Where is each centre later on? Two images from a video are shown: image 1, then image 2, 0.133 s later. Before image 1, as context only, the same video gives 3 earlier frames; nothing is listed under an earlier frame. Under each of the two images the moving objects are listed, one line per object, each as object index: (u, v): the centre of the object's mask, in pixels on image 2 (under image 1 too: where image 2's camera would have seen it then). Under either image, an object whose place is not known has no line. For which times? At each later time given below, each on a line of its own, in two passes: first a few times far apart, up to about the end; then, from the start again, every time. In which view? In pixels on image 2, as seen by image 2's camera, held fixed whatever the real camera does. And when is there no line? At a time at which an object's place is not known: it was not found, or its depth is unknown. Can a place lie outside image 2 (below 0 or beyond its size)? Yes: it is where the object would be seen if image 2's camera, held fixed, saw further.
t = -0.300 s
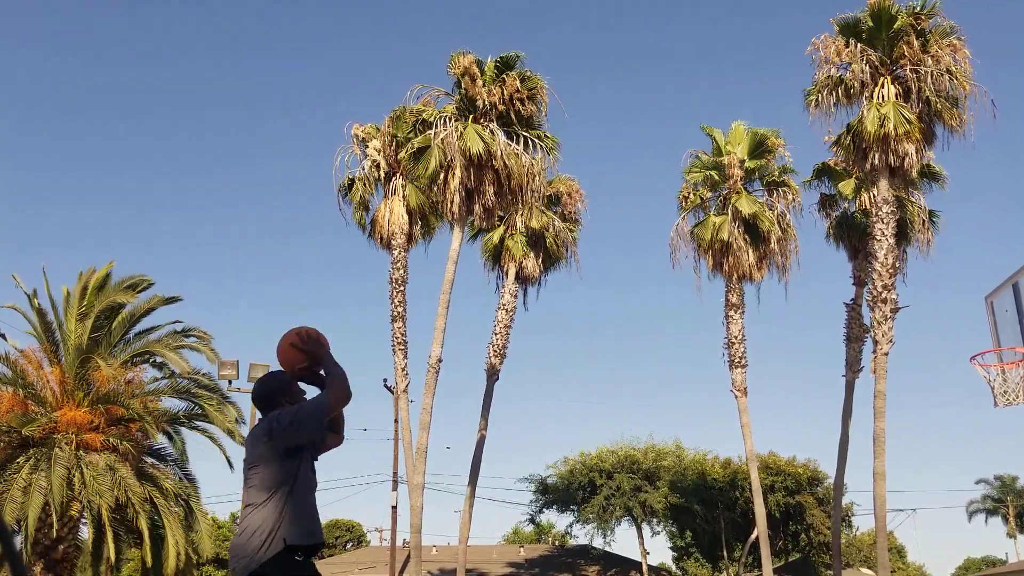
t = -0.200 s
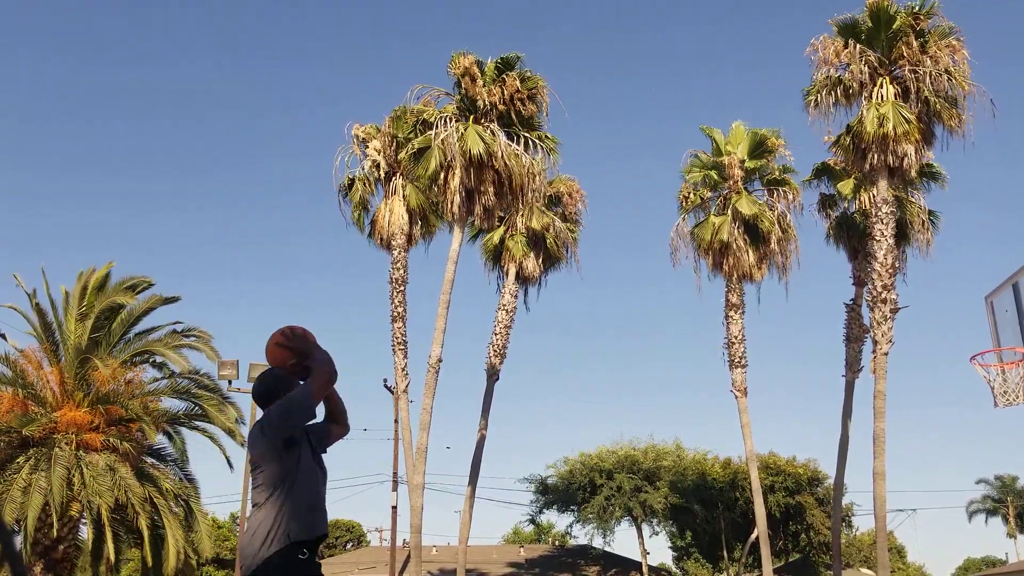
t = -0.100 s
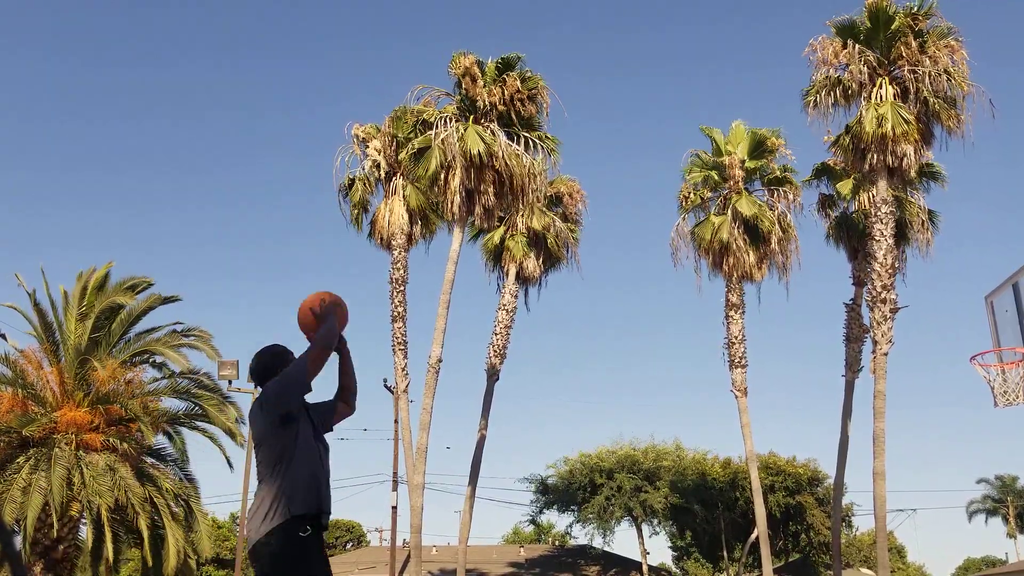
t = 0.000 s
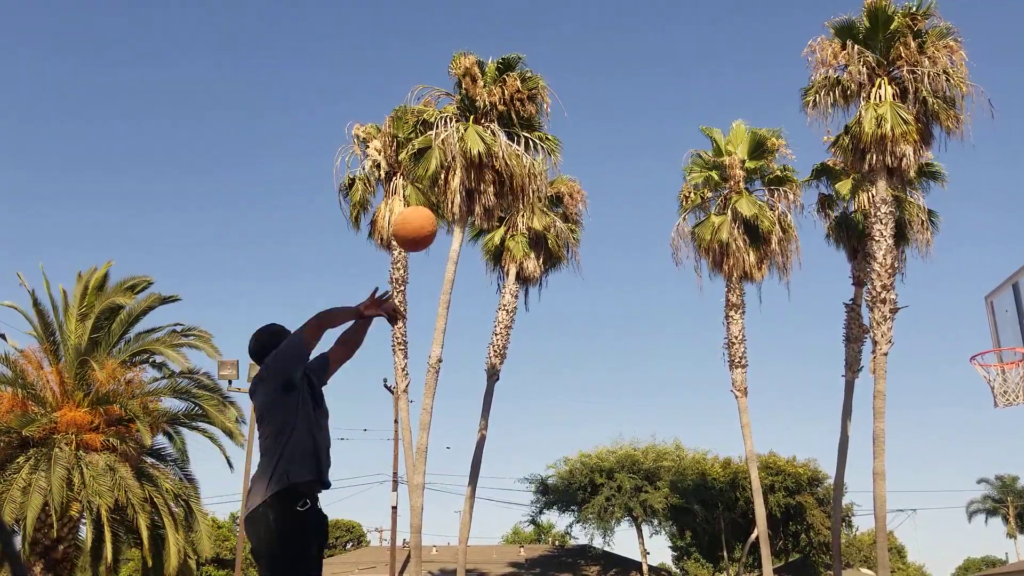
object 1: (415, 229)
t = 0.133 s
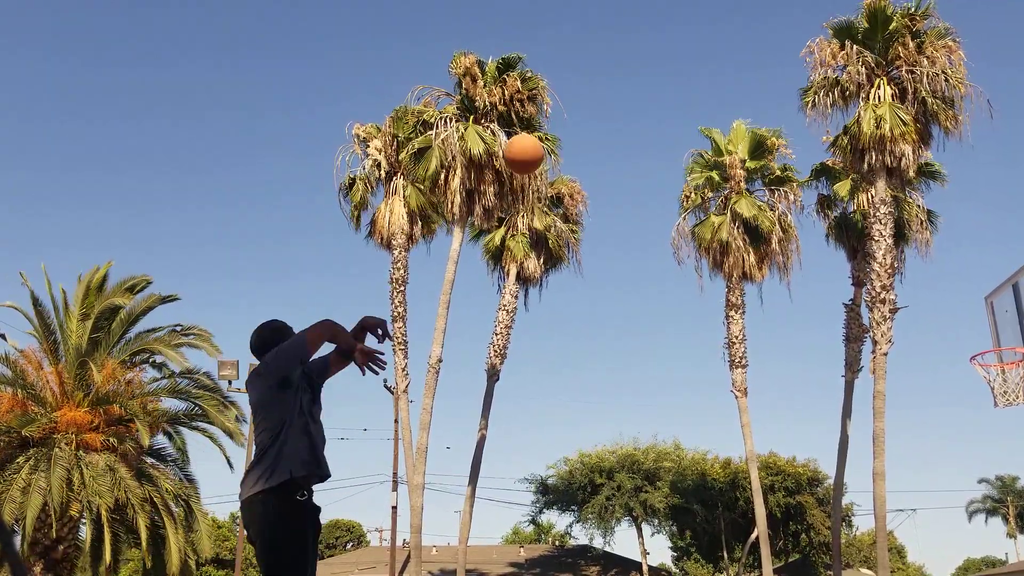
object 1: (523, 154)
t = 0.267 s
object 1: (612, 118)
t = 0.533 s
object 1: (754, 123)
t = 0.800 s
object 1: (875, 200)
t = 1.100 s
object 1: (1001, 357)
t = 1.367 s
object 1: (1017, 371)
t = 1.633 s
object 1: (1000, 388)
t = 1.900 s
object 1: (1001, 411)
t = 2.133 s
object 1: (1018, 472)
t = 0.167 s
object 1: (548, 142)
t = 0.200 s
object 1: (570, 132)
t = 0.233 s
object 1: (591, 124)
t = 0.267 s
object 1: (612, 118)
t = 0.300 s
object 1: (631, 114)
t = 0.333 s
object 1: (651, 111)
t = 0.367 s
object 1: (669, 109)
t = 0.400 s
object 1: (687, 109)
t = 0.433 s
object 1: (704, 111)
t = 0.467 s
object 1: (721, 114)
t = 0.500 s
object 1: (738, 118)
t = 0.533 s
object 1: (754, 123)
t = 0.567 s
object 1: (770, 129)
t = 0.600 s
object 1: (785, 136)
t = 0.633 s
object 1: (801, 145)
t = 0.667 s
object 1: (816, 154)
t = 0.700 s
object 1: (831, 164)
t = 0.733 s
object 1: (846, 175)
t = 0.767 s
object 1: (860, 187)
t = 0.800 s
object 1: (875, 200)
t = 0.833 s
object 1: (890, 215)
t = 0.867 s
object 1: (904, 229)
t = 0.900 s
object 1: (918, 245)
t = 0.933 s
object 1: (932, 262)
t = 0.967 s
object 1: (946, 279)
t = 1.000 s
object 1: (960, 298)
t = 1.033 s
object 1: (974, 317)
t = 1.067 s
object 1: (987, 337)
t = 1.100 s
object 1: (1001, 357)
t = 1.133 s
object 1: (1006, 356)
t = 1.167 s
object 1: (1006, 355)
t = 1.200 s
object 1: (995, 359)
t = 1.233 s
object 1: (989, 363)
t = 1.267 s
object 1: (1000, 365)
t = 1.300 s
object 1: (1010, 366)
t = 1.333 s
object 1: (1015, 366)
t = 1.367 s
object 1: (1017, 371)
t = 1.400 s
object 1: (1018, 372)
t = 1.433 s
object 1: (1017, 372)
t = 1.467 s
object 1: (1018, 370)
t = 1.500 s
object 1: (1018, 367)
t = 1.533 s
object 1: (1011, 374)
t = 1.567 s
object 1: (1004, 377)
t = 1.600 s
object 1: (1004, 386)
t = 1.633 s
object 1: (1000, 388)
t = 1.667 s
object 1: (997, 398)
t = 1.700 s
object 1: (994, 399)
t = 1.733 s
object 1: (993, 400)
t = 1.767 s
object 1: (993, 401)
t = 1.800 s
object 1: (994, 403)
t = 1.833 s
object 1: (996, 405)
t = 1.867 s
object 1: (998, 408)
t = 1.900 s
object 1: (1001, 411)
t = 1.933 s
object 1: (1005, 416)
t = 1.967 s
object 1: (1008, 420)
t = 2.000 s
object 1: (1010, 428)
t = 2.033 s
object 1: (1012, 437)
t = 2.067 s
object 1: (1014, 447)
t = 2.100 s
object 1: (1016, 459)
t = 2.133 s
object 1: (1018, 472)
